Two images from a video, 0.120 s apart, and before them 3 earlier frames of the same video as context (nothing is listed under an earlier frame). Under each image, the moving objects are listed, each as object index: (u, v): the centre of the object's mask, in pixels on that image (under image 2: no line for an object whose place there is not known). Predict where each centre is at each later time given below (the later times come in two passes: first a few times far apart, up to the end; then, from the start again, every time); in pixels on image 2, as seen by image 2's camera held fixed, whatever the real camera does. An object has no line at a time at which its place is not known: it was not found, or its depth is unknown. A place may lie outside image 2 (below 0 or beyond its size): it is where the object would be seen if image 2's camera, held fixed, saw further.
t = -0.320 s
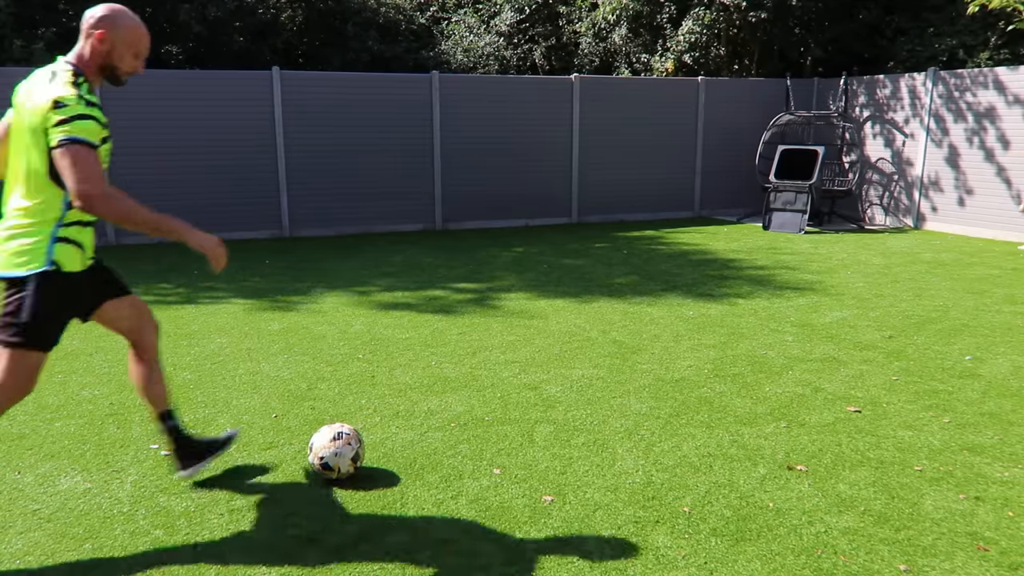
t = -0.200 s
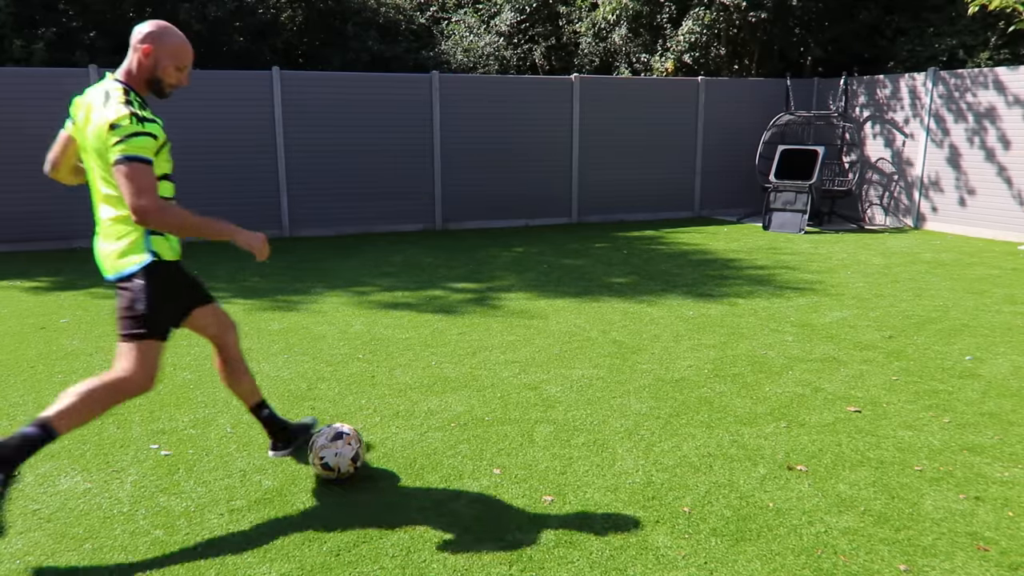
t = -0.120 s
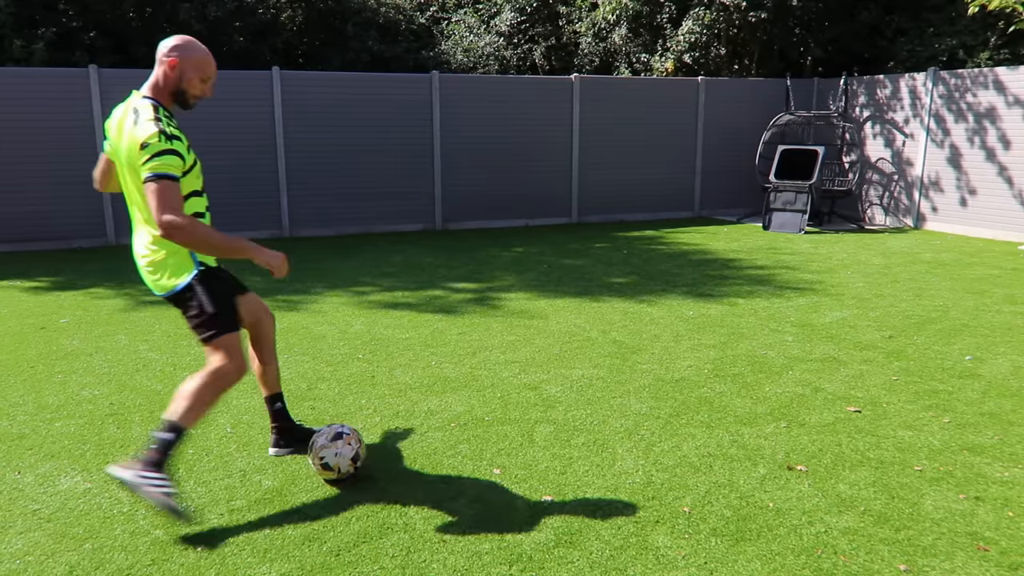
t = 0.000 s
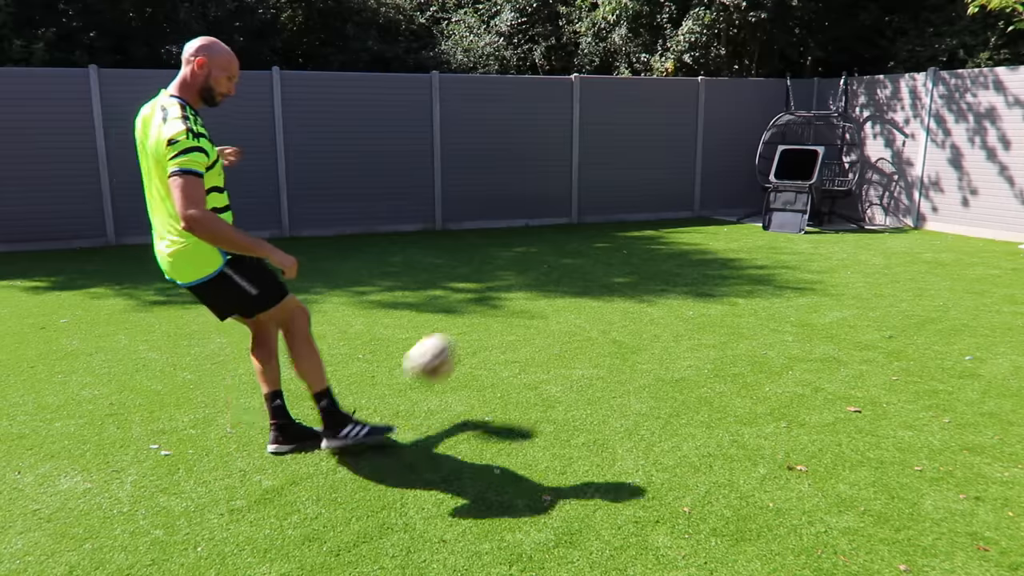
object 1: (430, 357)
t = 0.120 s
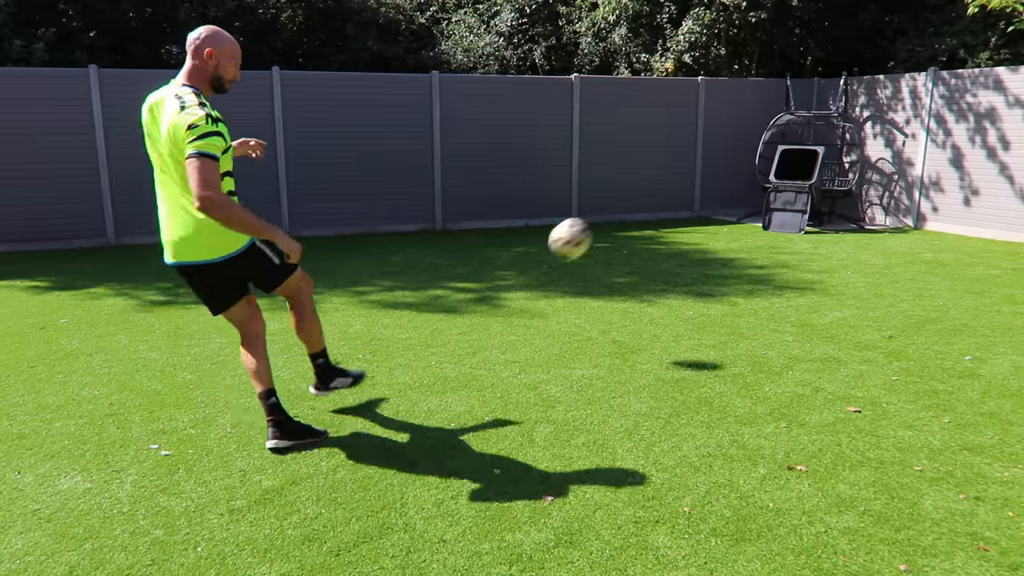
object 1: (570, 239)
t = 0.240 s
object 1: (656, 178)
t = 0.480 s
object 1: (756, 143)
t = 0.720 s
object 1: (807, 162)
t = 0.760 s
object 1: (804, 170)
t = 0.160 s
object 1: (603, 213)
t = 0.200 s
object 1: (632, 194)
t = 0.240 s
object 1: (656, 178)
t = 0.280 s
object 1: (678, 166)
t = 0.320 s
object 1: (698, 157)
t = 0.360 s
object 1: (715, 150)
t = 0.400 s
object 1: (731, 146)
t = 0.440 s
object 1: (744, 144)
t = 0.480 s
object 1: (756, 143)
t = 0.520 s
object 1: (767, 143)
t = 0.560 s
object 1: (777, 145)
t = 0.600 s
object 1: (786, 148)
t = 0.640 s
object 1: (795, 152)
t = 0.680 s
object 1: (802, 157)
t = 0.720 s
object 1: (807, 162)
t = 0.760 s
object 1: (804, 170)
